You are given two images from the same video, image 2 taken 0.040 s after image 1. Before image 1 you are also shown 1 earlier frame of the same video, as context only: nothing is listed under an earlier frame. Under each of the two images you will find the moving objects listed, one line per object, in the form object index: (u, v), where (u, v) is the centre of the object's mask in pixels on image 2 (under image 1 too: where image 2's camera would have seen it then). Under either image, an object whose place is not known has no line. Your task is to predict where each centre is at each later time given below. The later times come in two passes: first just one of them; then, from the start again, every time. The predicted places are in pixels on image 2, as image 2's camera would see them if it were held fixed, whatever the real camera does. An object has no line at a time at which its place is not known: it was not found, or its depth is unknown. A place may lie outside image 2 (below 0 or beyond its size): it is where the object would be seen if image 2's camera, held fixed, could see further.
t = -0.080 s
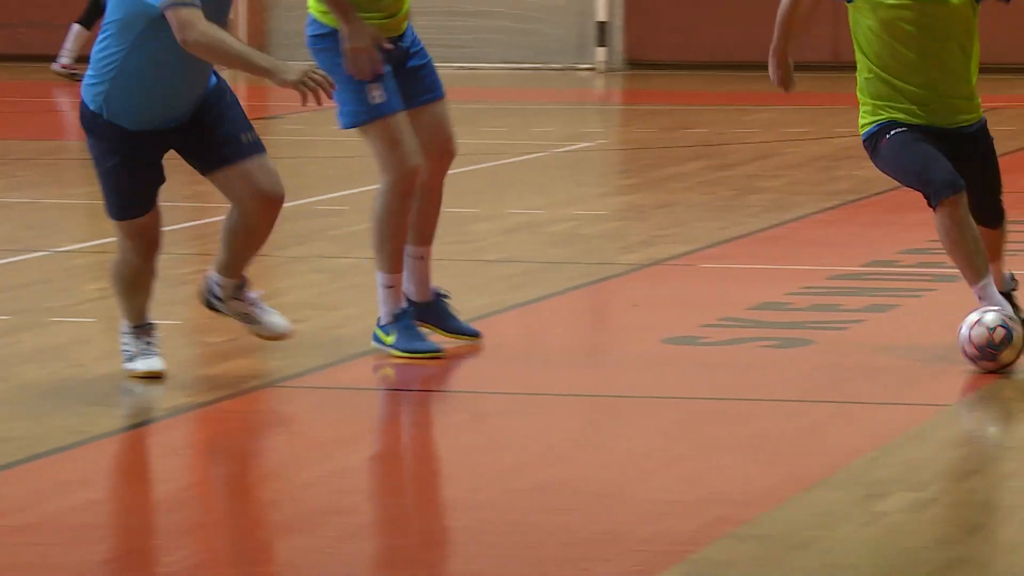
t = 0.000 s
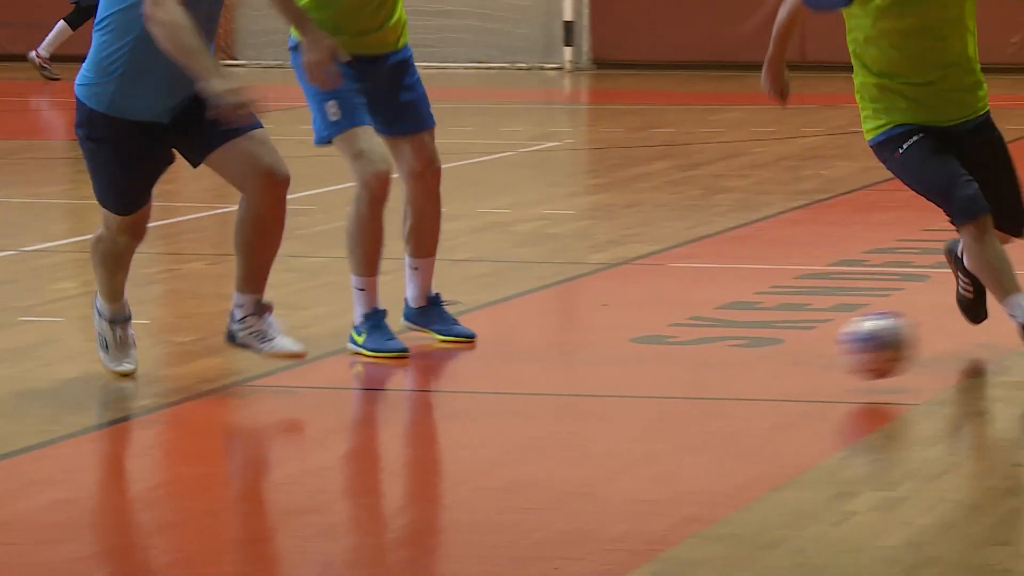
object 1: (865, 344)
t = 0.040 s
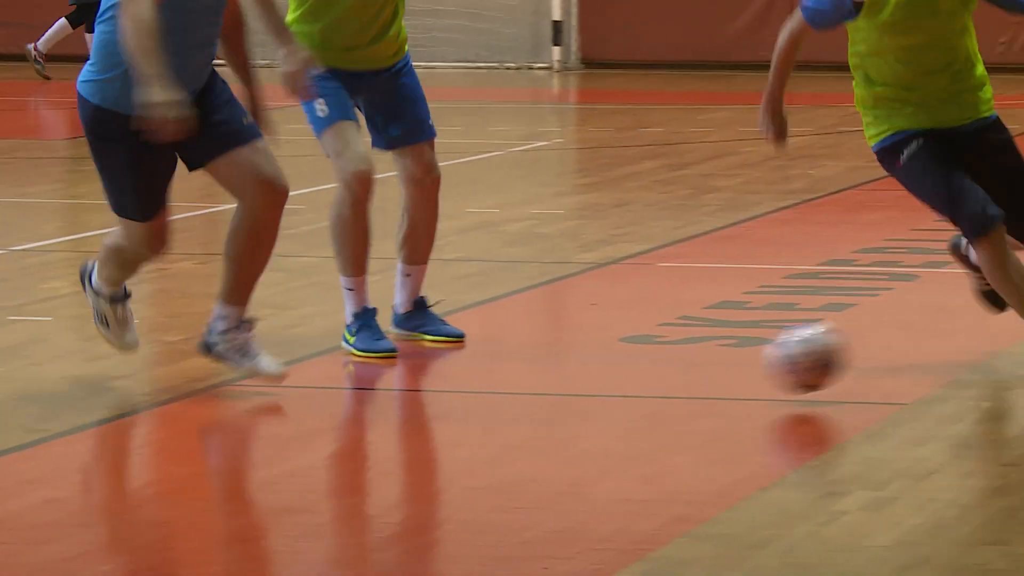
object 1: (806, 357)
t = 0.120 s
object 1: (683, 388)
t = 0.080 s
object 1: (743, 374)
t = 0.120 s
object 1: (683, 388)
